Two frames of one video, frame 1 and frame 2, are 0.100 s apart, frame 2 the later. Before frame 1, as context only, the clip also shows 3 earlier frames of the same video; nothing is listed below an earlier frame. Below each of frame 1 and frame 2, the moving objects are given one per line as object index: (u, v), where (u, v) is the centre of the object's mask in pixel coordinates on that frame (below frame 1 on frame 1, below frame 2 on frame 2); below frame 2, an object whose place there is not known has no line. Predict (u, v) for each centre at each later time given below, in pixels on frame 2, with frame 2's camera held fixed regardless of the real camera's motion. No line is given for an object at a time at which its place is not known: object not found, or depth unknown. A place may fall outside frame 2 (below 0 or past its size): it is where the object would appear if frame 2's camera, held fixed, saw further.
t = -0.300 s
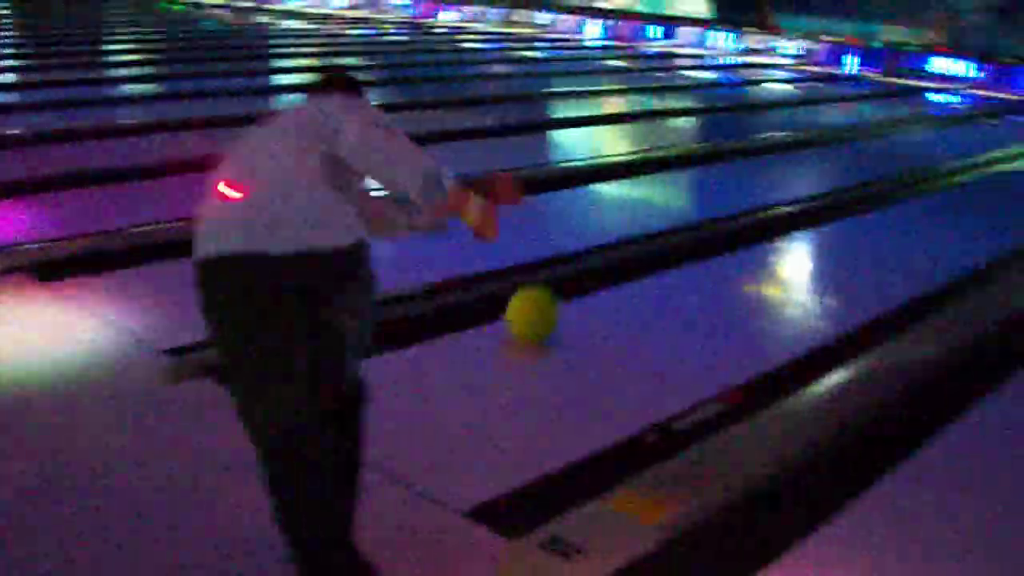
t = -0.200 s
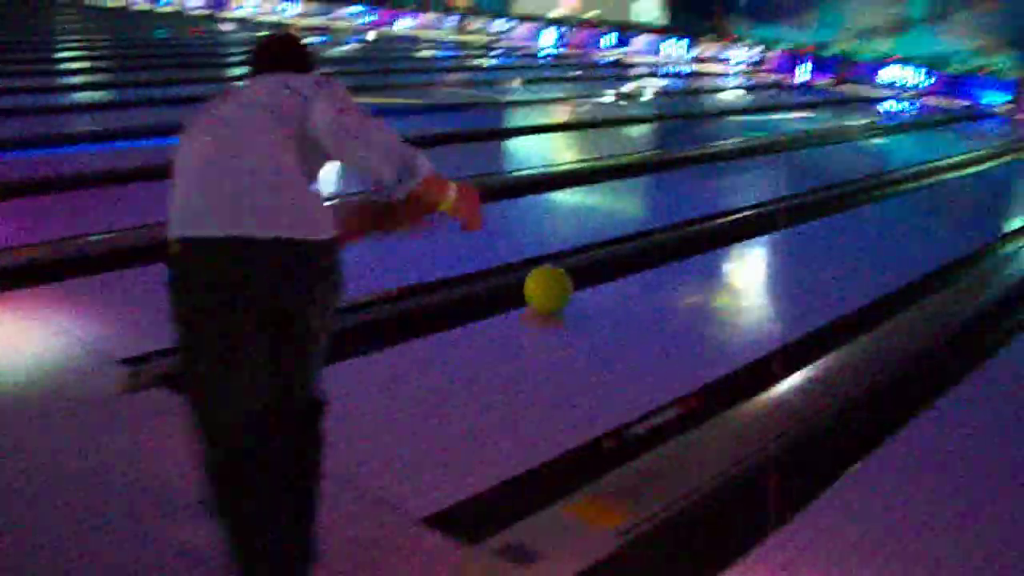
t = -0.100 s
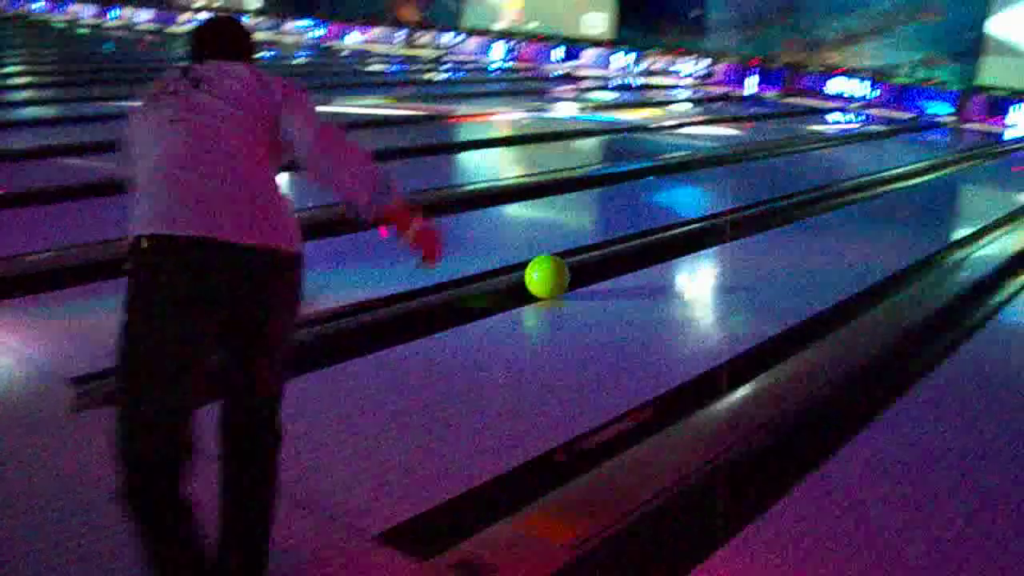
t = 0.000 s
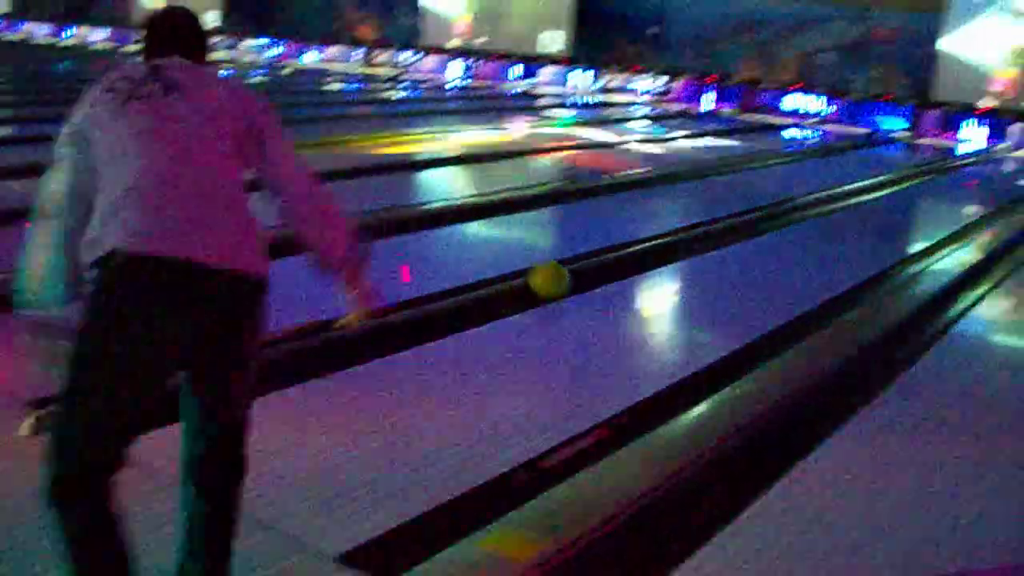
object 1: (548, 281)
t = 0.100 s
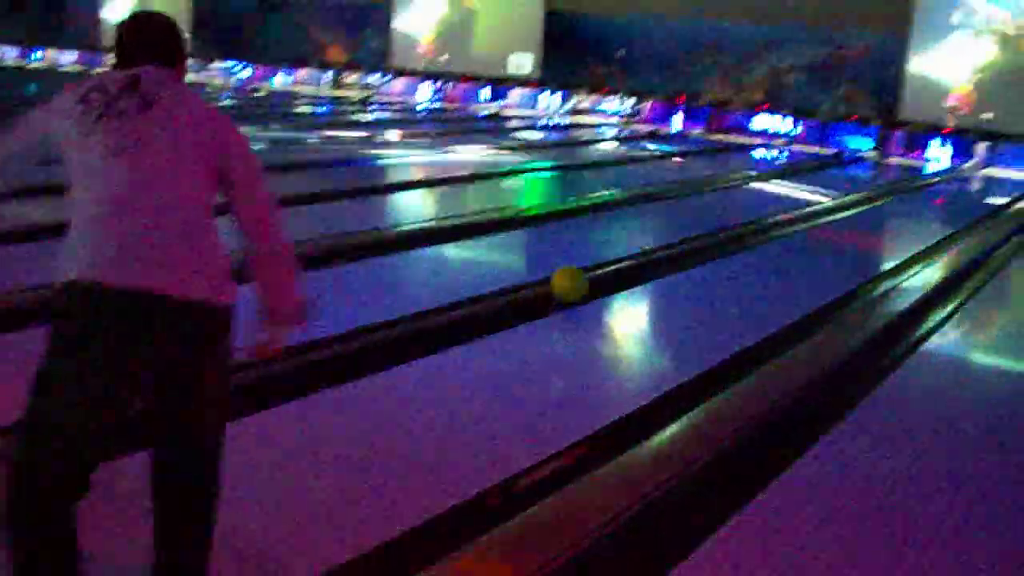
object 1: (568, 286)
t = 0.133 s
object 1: (581, 281)
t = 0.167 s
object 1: (596, 279)
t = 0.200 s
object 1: (610, 277)
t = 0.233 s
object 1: (625, 273)
